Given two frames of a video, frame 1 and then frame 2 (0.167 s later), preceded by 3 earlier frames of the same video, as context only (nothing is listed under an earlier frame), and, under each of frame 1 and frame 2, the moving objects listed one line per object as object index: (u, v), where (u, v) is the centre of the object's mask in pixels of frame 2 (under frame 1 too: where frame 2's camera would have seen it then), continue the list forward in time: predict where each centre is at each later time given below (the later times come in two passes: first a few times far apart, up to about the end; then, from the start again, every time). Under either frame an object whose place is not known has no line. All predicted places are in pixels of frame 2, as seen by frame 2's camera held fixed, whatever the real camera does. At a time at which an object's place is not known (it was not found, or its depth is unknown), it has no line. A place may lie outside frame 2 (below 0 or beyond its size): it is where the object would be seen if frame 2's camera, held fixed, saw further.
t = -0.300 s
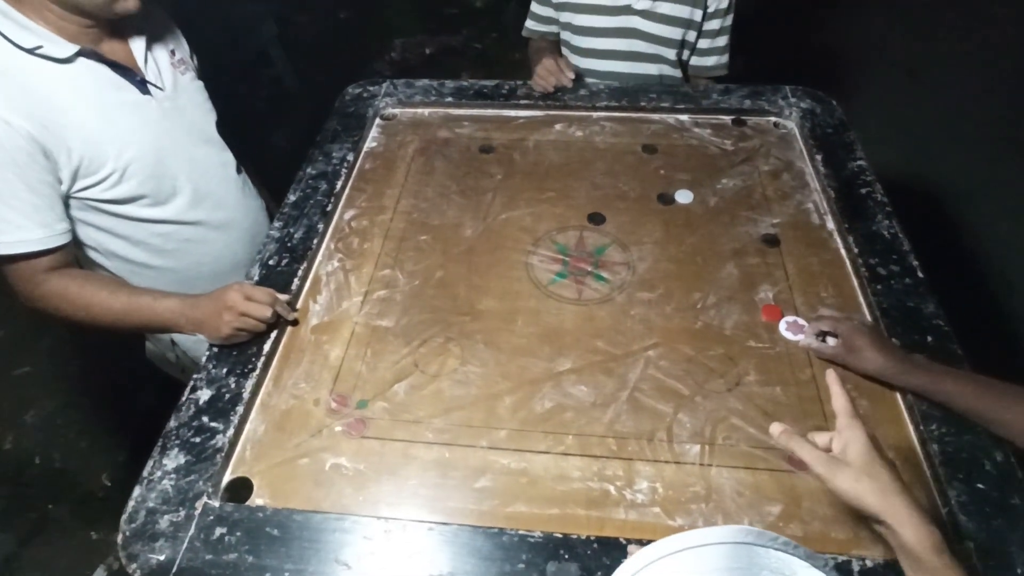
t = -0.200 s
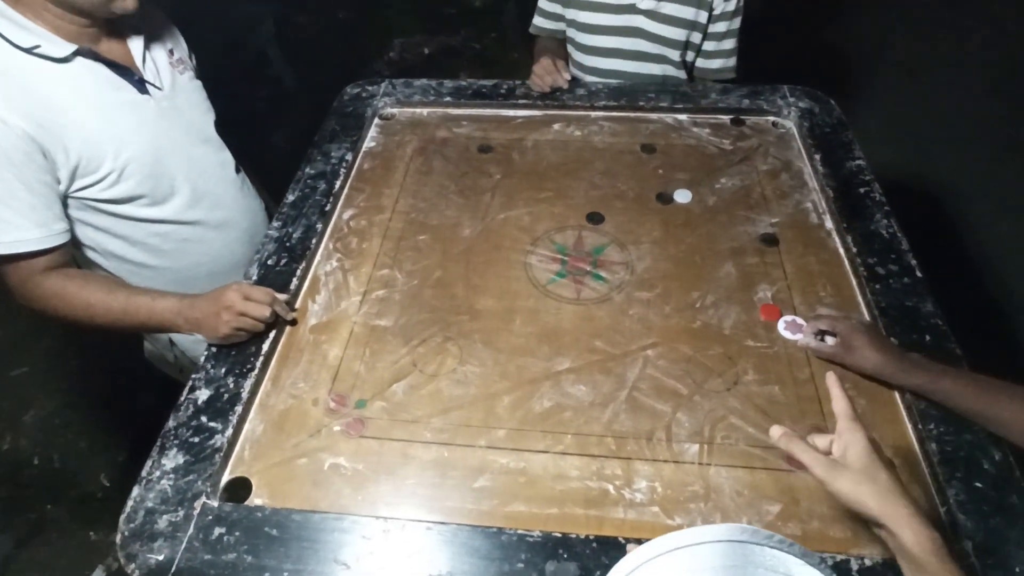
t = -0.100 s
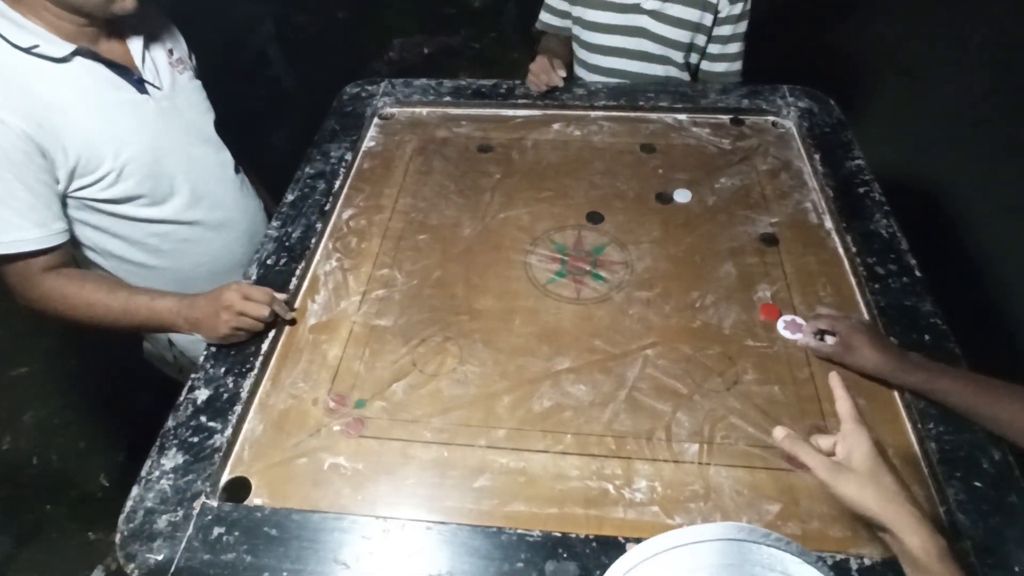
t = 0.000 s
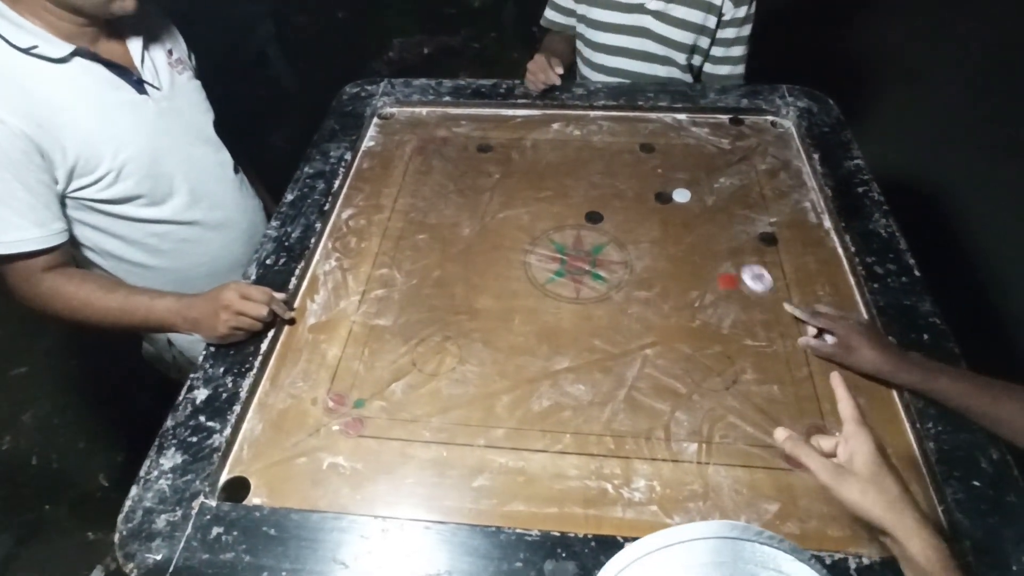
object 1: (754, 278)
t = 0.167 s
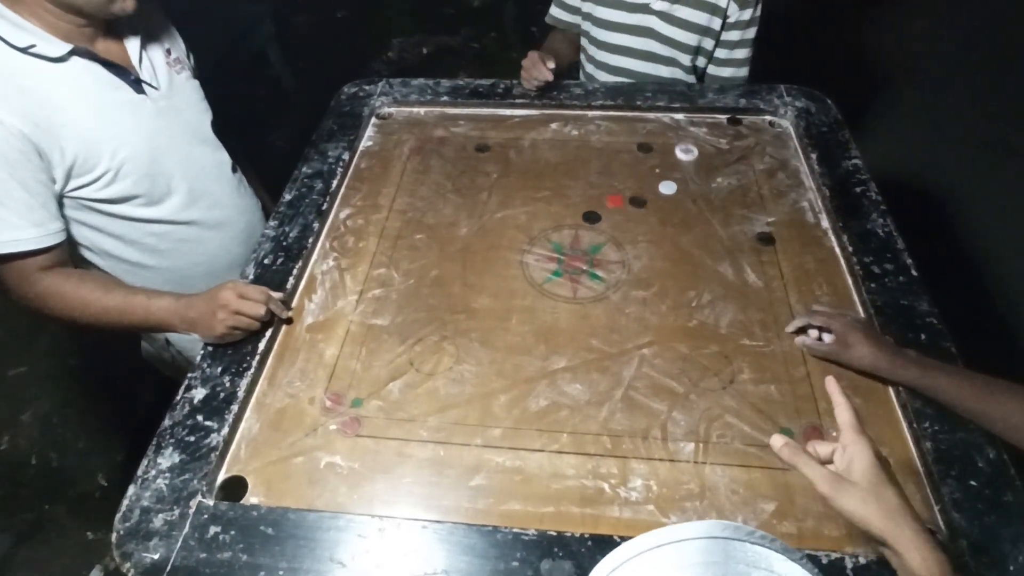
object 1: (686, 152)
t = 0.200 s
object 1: (680, 133)
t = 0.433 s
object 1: (667, 154)
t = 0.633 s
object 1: (667, 173)
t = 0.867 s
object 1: (669, 178)
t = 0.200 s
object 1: (680, 133)
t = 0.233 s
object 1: (676, 120)
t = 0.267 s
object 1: (674, 125)
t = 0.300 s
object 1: (673, 132)
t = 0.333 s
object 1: (672, 137)
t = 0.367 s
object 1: (670, 143)
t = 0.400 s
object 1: (669, 149)
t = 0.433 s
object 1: (667, 154)
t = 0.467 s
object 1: (666, 160)
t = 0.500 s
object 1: (665, 165)
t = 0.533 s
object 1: (665, 168)
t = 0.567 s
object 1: (666, 170)
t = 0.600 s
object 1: (667, 172)
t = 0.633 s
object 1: (667, 173)
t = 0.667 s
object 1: (668, 174)
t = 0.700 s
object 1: (668, 175)
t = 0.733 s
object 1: (668, 176)
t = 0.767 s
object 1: (669, 177)
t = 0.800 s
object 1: (669, 177)
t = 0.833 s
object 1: (669, 178)
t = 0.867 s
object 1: (669, 178)
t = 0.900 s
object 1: (670, 178)
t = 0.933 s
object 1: (670, 179)
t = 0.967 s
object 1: (669, 179)
